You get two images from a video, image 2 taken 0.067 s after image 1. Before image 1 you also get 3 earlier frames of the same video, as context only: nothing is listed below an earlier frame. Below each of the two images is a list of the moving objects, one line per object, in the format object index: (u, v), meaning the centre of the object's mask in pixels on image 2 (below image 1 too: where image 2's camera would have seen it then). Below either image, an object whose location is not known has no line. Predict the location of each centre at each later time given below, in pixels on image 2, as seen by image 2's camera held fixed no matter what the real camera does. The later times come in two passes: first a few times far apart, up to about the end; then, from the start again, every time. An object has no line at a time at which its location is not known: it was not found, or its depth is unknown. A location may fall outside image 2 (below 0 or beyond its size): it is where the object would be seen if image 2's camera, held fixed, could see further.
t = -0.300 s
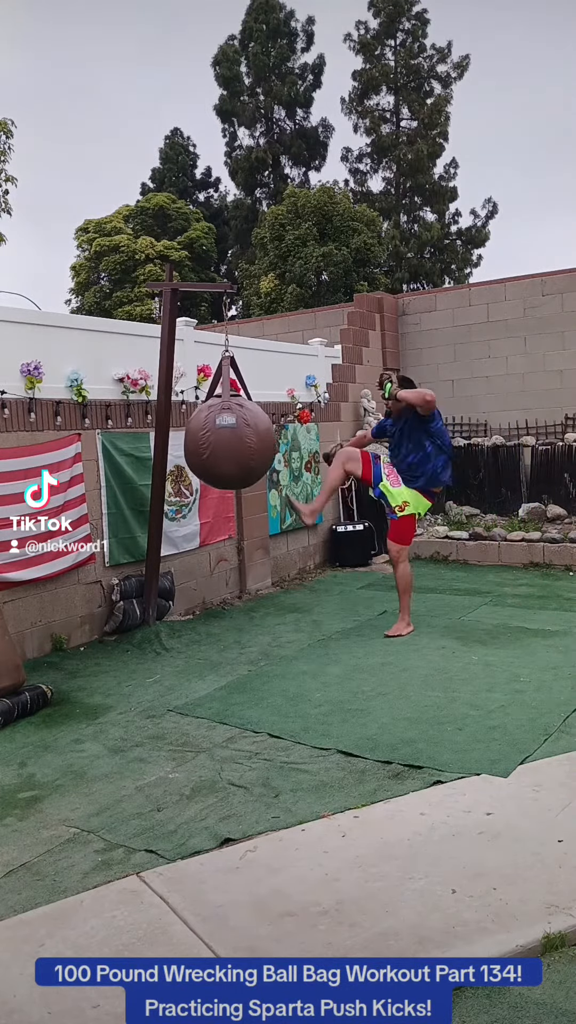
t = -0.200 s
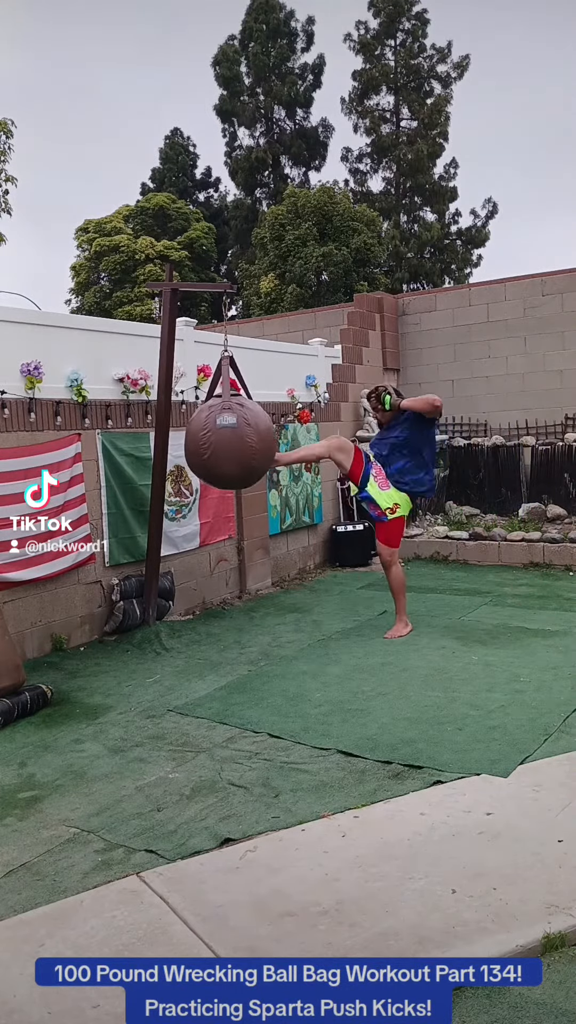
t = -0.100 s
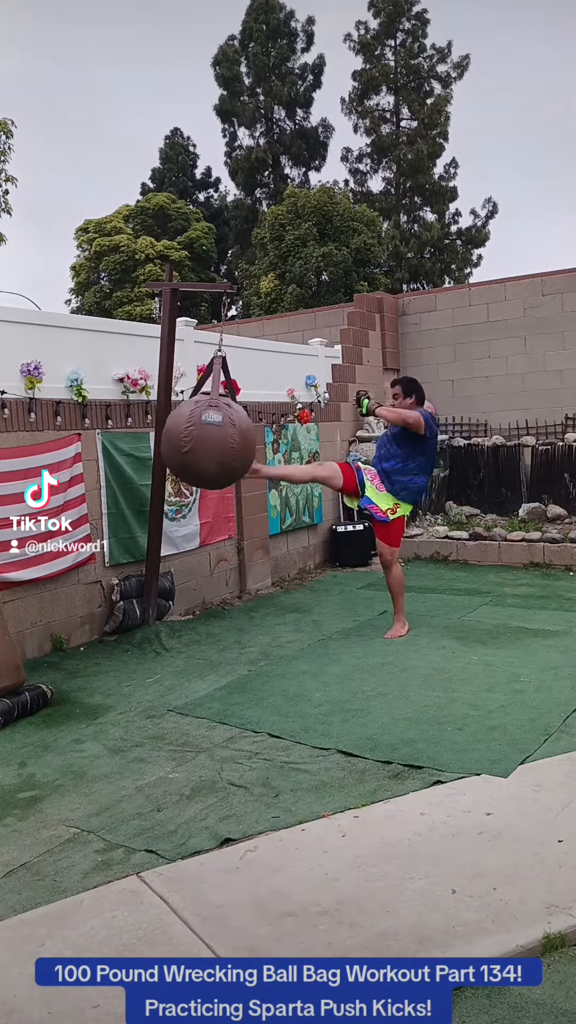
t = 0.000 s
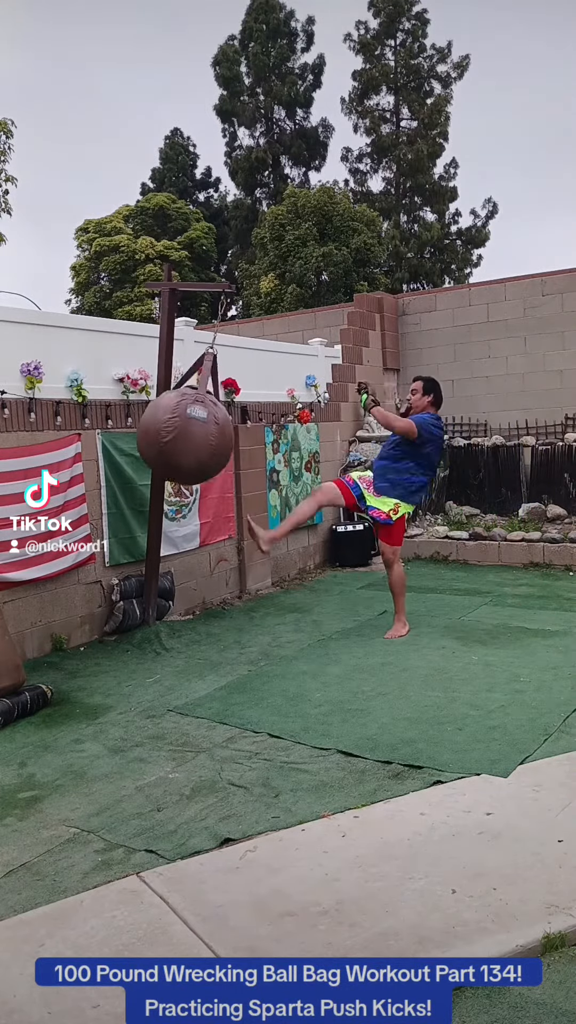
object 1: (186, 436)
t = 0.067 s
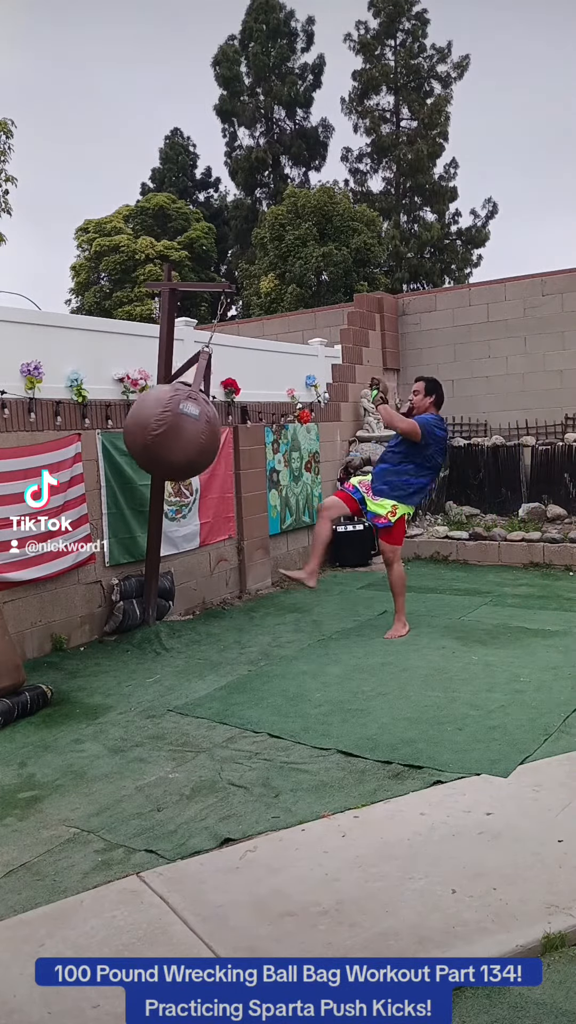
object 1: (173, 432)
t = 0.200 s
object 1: (156, 423)
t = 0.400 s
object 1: (157, 423)
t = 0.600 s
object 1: (184, 435)
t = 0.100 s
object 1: (167, 430)
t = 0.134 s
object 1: (163, 427)
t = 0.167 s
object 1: (159, 425)
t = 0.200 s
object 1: (156, 423)
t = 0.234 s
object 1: (154, 422)
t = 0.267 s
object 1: (153, 422)
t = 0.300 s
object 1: (153, 421)
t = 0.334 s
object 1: (153, 421)
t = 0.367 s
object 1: (155, 422)
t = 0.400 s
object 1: (157, 423)
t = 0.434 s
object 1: (160, 425)
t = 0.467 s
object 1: (163, 427)
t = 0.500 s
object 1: (167, 428)
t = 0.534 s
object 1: (172, 431)
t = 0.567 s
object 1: (178, 433)
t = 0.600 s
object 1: (184, 435)
